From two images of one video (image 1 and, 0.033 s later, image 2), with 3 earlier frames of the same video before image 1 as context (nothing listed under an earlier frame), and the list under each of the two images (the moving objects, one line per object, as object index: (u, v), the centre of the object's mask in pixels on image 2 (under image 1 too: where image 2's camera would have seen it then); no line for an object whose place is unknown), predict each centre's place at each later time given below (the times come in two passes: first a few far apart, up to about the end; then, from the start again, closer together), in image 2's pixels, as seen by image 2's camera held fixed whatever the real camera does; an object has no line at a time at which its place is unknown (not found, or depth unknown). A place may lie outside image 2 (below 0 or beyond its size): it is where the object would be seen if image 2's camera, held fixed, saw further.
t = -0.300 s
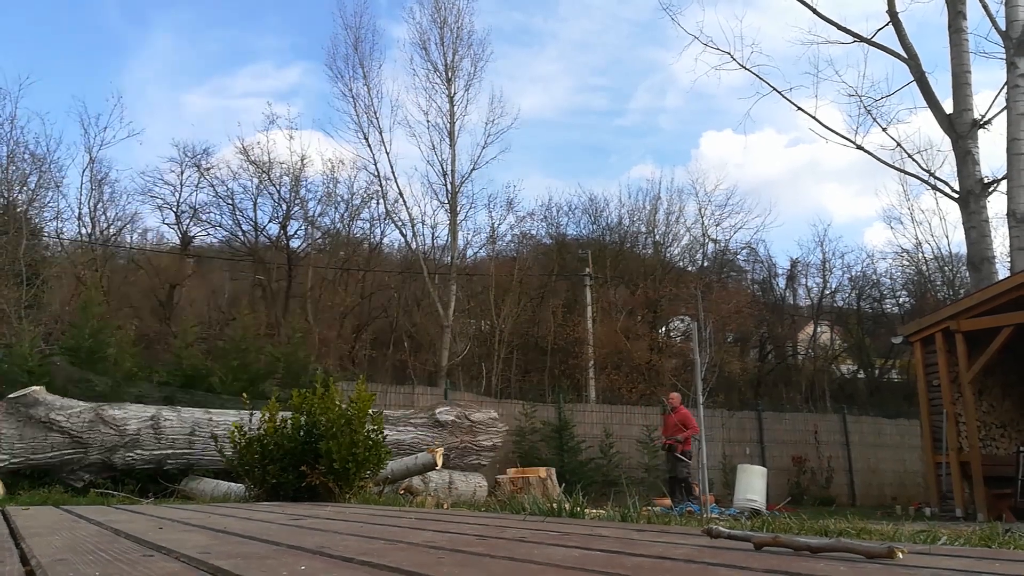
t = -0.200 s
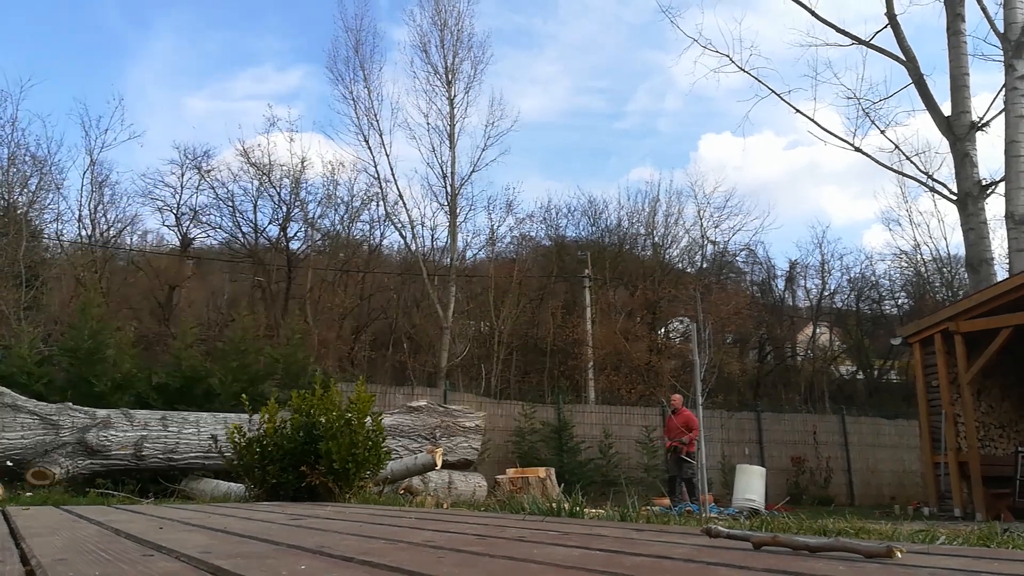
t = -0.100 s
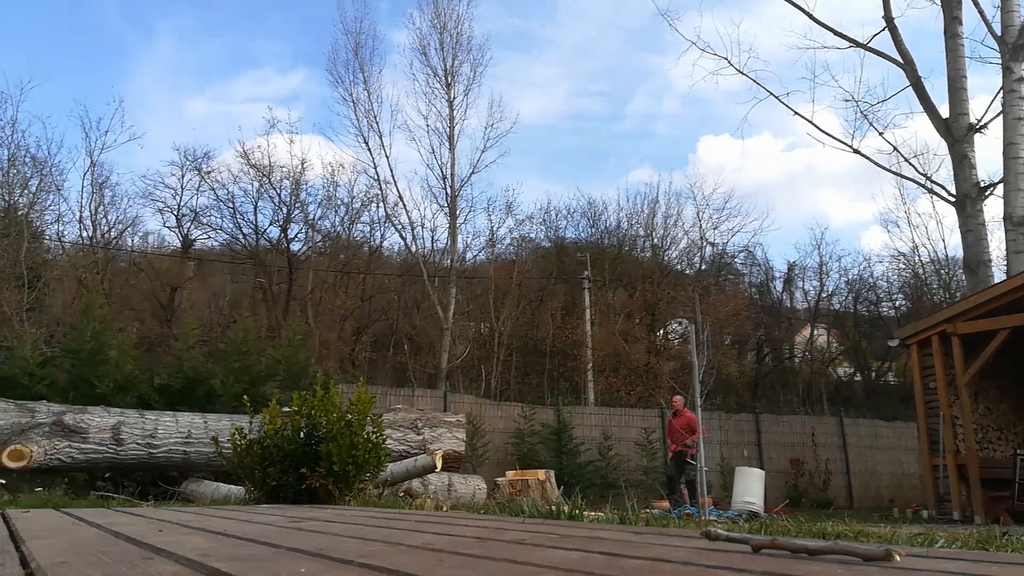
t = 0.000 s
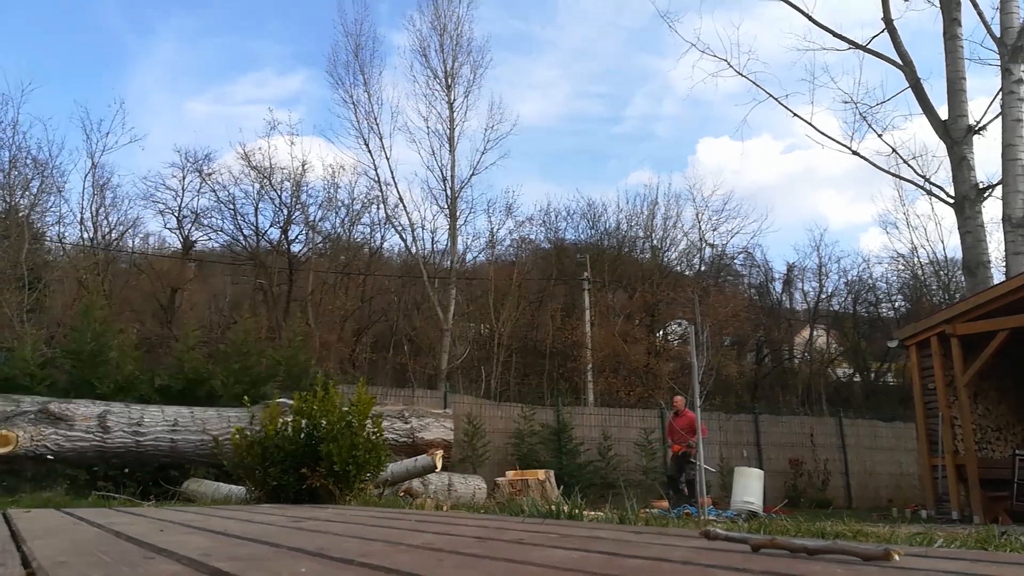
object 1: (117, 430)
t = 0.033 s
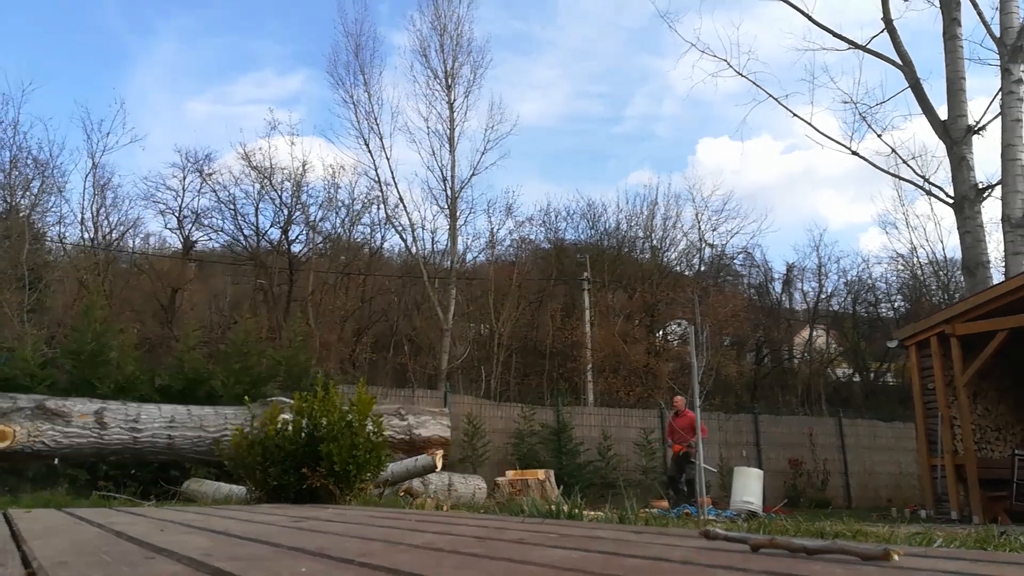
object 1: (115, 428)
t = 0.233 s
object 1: (116, 425)
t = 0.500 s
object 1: (113, 432)
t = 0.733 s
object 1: (108, 447)
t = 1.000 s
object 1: (109, 453)
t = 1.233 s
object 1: (106, 454)
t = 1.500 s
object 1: (107, 456)
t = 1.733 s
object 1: (107, 458)
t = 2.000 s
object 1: (104, 459)
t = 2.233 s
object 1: (104, 463)
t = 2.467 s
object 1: (106, 462)
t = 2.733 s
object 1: (107, 462)
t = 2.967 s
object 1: (105, 464)
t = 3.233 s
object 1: (104, 464)
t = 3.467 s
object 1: (106, 464)
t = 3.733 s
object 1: (106, 465)
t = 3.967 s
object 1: (105, 465)
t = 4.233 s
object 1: (107, 465)
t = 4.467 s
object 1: (105, 465)
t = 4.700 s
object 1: (105, 465)
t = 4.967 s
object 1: (105, 465)
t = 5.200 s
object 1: (105, 465)
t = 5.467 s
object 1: (105, 465)
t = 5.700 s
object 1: (105, 465)
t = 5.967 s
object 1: (105, 465)
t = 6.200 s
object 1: (105, 465)
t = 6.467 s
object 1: (106, 465)
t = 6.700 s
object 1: (105, 465)
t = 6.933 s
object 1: (105, 465)
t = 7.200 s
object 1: (105, 465)
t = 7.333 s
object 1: (105, 465)
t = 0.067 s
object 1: (119, 427)
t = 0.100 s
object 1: (121, 426)
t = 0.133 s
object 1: (119, 426)
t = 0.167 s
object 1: (117, 426)
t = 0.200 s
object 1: (116, 426)
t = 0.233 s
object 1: (116, 425)
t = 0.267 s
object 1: (113, 426)
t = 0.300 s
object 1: (114, 427)
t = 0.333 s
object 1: (113, 427)
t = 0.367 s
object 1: (113, 427)
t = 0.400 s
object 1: (113, 428)
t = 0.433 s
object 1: (113, 429)
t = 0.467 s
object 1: (112, 430)
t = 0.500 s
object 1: (113, 432)
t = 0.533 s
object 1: (113, 434)
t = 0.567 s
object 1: (112, 436)
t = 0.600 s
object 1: (111, 439)
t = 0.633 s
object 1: (110, 441)
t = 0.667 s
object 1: (109, 444)
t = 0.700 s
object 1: (107, 447)
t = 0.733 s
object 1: (108, 447)
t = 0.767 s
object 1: (107, 448)
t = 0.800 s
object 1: (109, 448)
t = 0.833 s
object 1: (108, 449)
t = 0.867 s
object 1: (107, 449)
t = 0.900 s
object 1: (106, 450)
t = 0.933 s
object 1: (108, 452)
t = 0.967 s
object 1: (108, 452)
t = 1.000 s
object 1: (109, 453)
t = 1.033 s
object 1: (107, 453)
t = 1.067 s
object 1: (107, 453)
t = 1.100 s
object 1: (106, 453)
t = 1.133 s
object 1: (106, 453)
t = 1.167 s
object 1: (106, 453)
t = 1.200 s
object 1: (106, 453)
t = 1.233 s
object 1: (106, 454)
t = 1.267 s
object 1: (106, 454)
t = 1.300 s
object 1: (106, 454)
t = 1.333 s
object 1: (106, 455)
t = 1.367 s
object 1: (107, 456)
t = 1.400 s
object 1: (106, 456)
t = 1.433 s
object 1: (106, 456)
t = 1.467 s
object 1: (106, 456)
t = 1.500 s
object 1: (107, 456)
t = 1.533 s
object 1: (107, 456)
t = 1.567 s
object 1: (108, 457)
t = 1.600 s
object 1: (108, 457)
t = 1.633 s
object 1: (107, 457)
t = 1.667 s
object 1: (107, 457)
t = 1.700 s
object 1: (107, 457)
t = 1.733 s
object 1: (107, 458)
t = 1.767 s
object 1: (107, 458)
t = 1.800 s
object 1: (107, 458)
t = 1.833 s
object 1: (107, 458)
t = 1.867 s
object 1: (107, 458)
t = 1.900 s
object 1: (105, 458)
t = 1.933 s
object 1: (104, 459)
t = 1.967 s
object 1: (104, 459)
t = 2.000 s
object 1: (104, 459)
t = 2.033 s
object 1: (104, 459)
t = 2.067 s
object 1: (106, 460)
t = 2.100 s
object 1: (106, 460)
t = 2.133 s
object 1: (104, 462)
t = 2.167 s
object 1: (106, 462)
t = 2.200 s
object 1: (104, 462)
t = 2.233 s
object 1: (104, 463)
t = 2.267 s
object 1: (107, 463)
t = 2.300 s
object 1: (107, 463)
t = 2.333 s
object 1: (107, 463)
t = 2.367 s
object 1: (105, 462)
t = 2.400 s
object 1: (107, 462)
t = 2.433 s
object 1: (106, 462)
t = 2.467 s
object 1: (106, 462)
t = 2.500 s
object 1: (107, 462)
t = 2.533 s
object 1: (107, 463)
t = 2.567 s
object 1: (106, 463)
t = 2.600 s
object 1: (107, 462)
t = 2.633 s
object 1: (107, 462)
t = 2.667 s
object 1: (107, 462)
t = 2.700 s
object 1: (107, 462)
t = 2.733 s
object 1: (107, 462)
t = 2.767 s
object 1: (106, 463)
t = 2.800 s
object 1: (107, 463)
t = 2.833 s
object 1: (107, 463)
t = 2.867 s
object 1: (106, 463)
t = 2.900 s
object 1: (105, 463)
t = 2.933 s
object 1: (105, 463)
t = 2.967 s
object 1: (105, 464)
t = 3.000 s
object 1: (105, 464)
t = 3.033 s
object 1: (105, 464)
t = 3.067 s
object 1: (105, 464)
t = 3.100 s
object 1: (105, 464)
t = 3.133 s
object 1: (105, 464)
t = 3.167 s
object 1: (104, 464)
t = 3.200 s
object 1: (104, 464)
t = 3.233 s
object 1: (104, 464)
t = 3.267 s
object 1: (104, 464)
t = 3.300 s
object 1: (104, 464)
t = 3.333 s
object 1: (106, 464)
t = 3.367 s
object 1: (106, 464)
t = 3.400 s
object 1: (106, 464)
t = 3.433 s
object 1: (106, 464)
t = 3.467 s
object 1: (106, 464)
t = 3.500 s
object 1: (106, 464)
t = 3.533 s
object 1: (106, 464)
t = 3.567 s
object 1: (106, 464)
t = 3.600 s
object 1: (107, 464)
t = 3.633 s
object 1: (106, 465)
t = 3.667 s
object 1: (106, 465)
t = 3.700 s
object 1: (106, 465)
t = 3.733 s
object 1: (106, 465)
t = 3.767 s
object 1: (105, 465)
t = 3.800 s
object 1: (105, 465)
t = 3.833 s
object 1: (106, 465)
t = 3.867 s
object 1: (106, 465)
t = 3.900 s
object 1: (106, 465)
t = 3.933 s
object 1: (106, 465)
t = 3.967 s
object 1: (105, 465)
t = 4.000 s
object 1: (105, 465)
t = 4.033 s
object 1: (105, 465)
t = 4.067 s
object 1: (107, 465)
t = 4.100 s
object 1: (107, 465)
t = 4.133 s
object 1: (107, 465)
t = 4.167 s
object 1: (107, 465)
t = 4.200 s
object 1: (107, 465)
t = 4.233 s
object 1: (107, 465)
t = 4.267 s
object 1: (107, 465)
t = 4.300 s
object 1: (107, 465)
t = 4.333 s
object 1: (107, 465)
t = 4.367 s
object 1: (105, 465)
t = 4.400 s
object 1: (105, 465)
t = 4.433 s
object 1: (105, 465)
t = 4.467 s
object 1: (105, 465)
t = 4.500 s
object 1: (105, 465)
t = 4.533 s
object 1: (105, 465)
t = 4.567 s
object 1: (106, 465)
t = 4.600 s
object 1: (106, 465)
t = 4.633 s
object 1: (105, 465)
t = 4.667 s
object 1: (106, 465)
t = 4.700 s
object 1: (105, 465)
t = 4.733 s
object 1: (105, 465)
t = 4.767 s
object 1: (105, 465)
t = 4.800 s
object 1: (105, 465)
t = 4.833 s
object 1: (105, 465)
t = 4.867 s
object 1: (105, 465)
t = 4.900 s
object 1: (105, 465)
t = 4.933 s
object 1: (105, 465)
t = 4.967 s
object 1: (105, 465)
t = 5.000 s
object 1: (105, 465)
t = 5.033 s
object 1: (105, 465)
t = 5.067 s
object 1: (105, 465)
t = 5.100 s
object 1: (105, 465)
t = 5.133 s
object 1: (105, 465)
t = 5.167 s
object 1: (105, 465)
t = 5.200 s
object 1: (105, 465)
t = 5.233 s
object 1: (105, 465)
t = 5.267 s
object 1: (105, 465)
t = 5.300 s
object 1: (105, 465)
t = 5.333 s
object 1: (105, 465)
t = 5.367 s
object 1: (105, 465)
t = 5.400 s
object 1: (105, 465)
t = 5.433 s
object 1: (105, 465)
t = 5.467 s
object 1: (105, 465)
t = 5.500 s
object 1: (105, 465)
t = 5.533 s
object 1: (105, 465)
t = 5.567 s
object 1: (105, 465)
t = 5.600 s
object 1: (105, 465)
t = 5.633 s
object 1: (105, 465)
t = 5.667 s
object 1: (105, 465)
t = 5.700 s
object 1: (105, 465)
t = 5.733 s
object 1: (105, 465)
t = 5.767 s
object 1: (105, 465)
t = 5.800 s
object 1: (105, 465)
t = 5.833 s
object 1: (105, 465)
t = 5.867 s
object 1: (105, 465)
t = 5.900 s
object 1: (105, 465)
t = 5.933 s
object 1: (105, 465)
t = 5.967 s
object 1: (105, 465)
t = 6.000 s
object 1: (105, 465)
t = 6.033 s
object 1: (105, 465)
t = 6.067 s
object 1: (105, 465)
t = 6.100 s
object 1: (105, 465)
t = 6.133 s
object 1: (105, 465)
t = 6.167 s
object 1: (105, 465)
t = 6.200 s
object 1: (105, 465)
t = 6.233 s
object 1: (105, 465)
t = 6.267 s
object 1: (105, 465)
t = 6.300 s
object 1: (105, 465)
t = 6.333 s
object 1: (105, 465)
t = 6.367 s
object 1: (105, 465)
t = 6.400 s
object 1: (105, 465)
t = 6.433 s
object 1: (106, 465)
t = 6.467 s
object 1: (106, 465)
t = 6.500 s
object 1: (105, 465)
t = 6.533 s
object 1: (105, 465)
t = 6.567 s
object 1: (105, 465)
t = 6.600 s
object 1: (105, 465)
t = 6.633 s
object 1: (105, 465)
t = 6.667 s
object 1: (105, 465)
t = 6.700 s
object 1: (105, 465)
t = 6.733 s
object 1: (105, 465)
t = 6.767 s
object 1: (105, 465)
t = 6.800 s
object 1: (105, 465)
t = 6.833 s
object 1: (105, 465)
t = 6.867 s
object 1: (105, 465)
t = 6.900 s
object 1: (105, 465)
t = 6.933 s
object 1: (105, 465)
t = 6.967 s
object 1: (105, 465)
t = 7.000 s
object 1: (105, 465)
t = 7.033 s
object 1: (105, 465)
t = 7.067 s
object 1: (105, 465)
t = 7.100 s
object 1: (105, 465)
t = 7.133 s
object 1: (105, 465)
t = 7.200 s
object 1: (105, 465)
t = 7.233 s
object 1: (105, 465)
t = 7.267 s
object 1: (105, 465)
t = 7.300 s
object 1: (105, 465)
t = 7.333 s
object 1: (105, 465)
